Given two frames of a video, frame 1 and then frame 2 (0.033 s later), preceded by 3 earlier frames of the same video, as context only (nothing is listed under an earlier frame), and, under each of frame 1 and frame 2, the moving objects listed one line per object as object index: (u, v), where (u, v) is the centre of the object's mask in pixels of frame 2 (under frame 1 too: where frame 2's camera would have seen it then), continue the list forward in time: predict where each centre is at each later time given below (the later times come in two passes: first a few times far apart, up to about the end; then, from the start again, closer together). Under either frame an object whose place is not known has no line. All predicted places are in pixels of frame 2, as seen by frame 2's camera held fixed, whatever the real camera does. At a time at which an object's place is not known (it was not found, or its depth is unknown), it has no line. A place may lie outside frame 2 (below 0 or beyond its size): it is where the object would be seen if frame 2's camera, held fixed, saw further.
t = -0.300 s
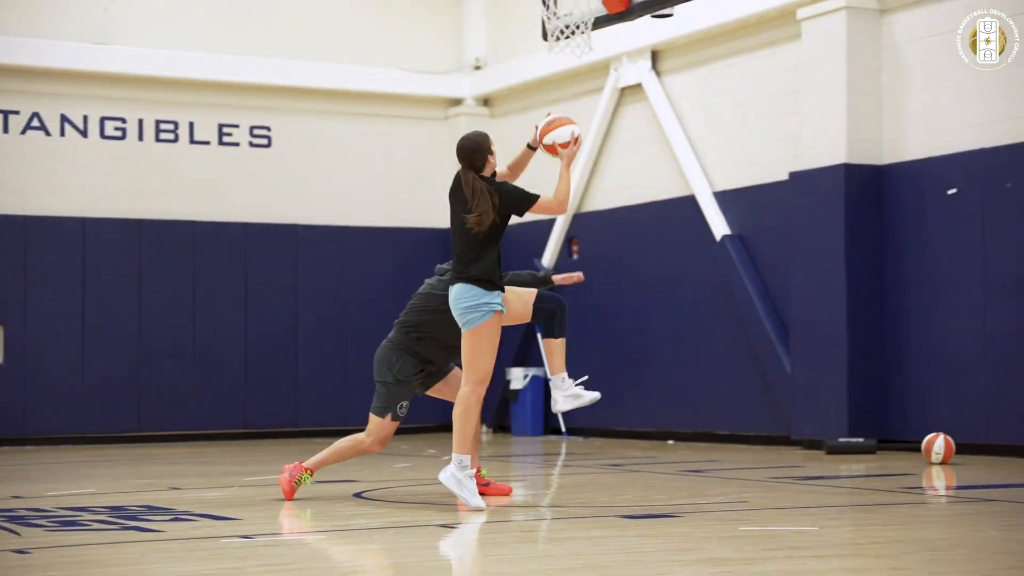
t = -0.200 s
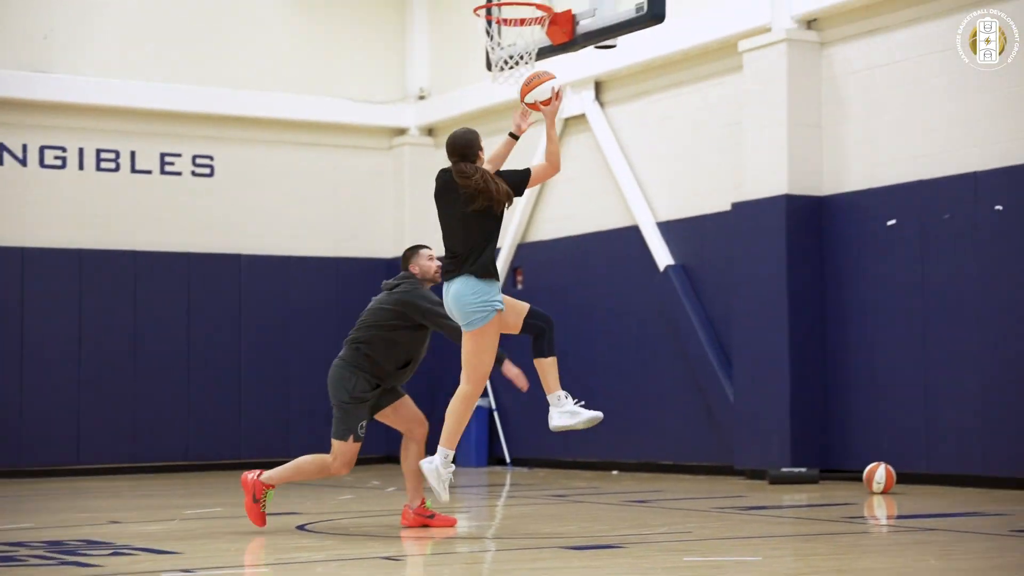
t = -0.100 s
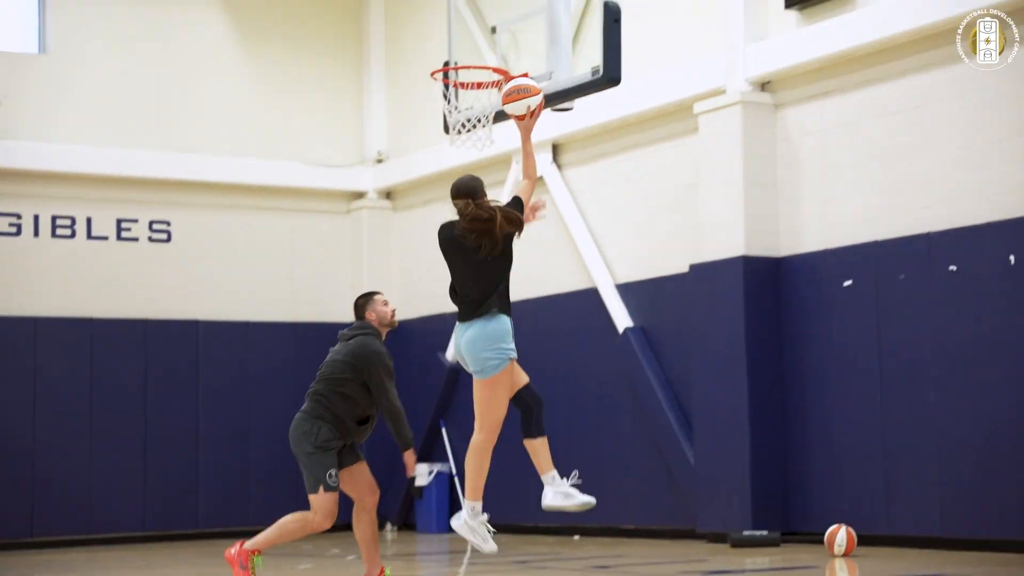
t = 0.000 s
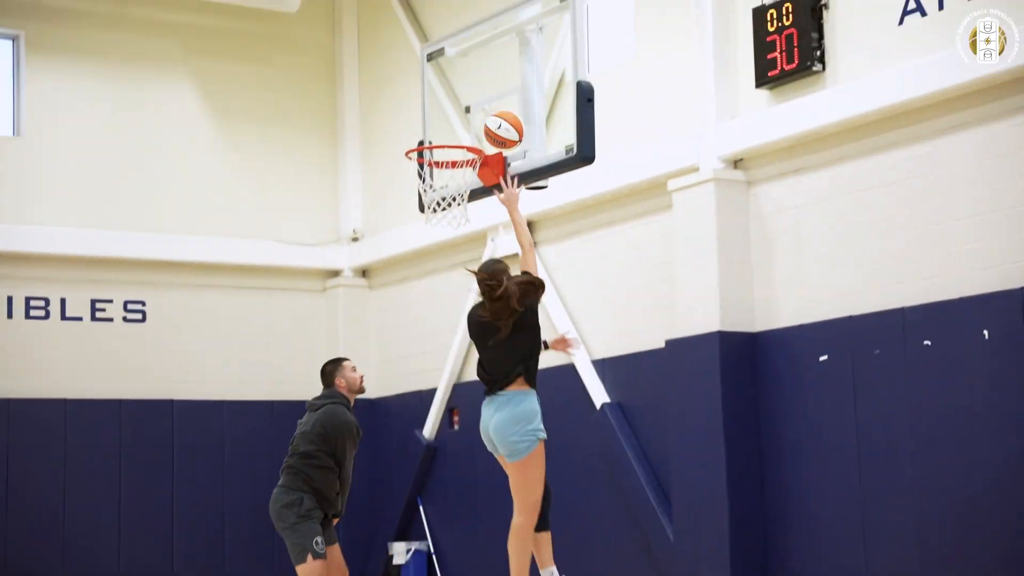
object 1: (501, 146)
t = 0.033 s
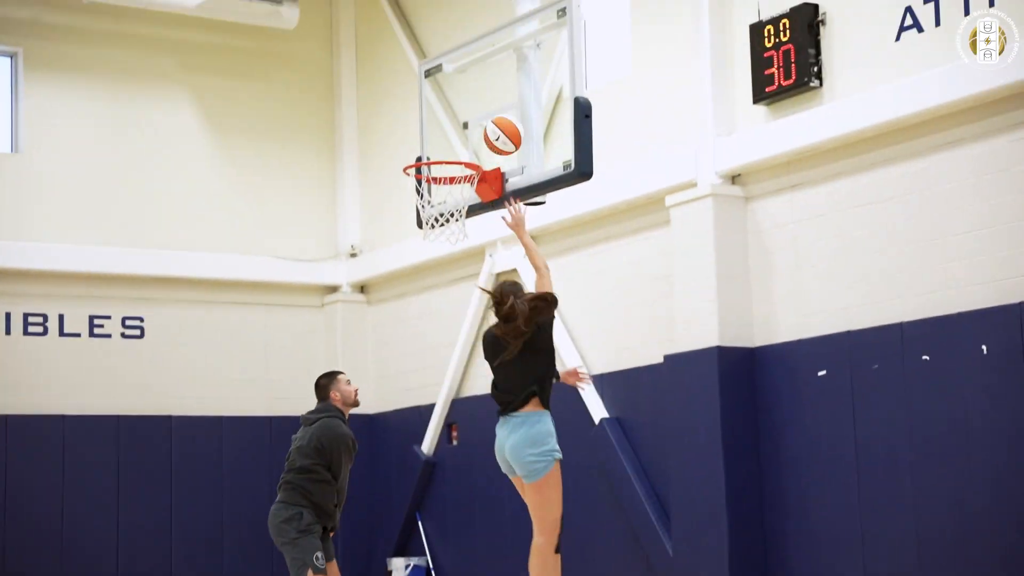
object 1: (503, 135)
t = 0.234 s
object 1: (515, 109)
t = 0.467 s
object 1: (440, 146)
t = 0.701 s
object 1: (444, 204)
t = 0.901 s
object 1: (454, 215)
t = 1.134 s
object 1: (458, 287)
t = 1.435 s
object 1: (465, 518)
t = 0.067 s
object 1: (505, 126)
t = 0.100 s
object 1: (507, 119)
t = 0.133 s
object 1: (509, 114)
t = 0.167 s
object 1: (511, 110)
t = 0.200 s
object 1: (513, 109)
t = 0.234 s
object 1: (515, 109)
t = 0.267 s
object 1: (510, 110)
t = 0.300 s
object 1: (498, 112)
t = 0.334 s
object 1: (486, 116)
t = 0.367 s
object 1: (474, 122)
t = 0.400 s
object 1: (463, 129)
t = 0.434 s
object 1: (452, 138)
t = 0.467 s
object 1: (440, 146)
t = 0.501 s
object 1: (430, 159)
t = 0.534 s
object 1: (433, 163)
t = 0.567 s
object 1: (437, 169)
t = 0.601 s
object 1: (438, 179)
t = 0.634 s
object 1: (441, 187)
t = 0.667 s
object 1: (443, 197)
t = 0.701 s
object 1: (444, 204)
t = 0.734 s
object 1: (448, 207)
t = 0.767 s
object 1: (454, 210)
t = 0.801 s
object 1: (454, 209)
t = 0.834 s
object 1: (454, 210)
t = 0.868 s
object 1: (455, 210)
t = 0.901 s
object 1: (454, 215)
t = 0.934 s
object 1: (455, 220)
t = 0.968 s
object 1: (457, 226)
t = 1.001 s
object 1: (457, 234)
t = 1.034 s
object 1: (457, 246)
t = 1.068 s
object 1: (458, 257)
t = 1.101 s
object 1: (458, 271)
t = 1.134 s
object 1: (458, 287)
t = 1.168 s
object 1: (459, 304)
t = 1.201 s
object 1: (460, 324)
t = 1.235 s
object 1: (460, 346)
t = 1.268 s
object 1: (460, 369)
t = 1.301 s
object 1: (460, 396)
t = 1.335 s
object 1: (461, 424)
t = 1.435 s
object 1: (465, 518)
